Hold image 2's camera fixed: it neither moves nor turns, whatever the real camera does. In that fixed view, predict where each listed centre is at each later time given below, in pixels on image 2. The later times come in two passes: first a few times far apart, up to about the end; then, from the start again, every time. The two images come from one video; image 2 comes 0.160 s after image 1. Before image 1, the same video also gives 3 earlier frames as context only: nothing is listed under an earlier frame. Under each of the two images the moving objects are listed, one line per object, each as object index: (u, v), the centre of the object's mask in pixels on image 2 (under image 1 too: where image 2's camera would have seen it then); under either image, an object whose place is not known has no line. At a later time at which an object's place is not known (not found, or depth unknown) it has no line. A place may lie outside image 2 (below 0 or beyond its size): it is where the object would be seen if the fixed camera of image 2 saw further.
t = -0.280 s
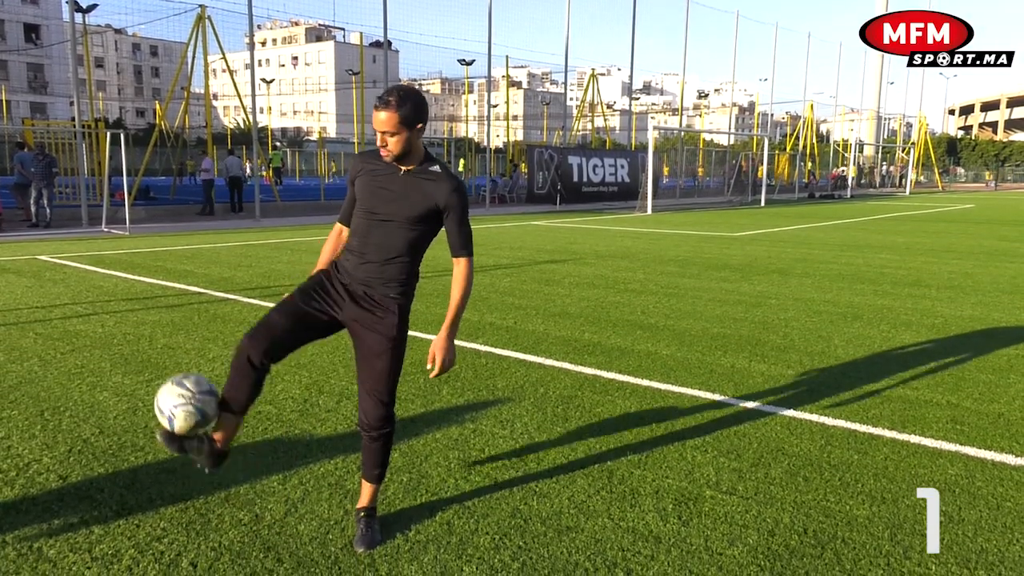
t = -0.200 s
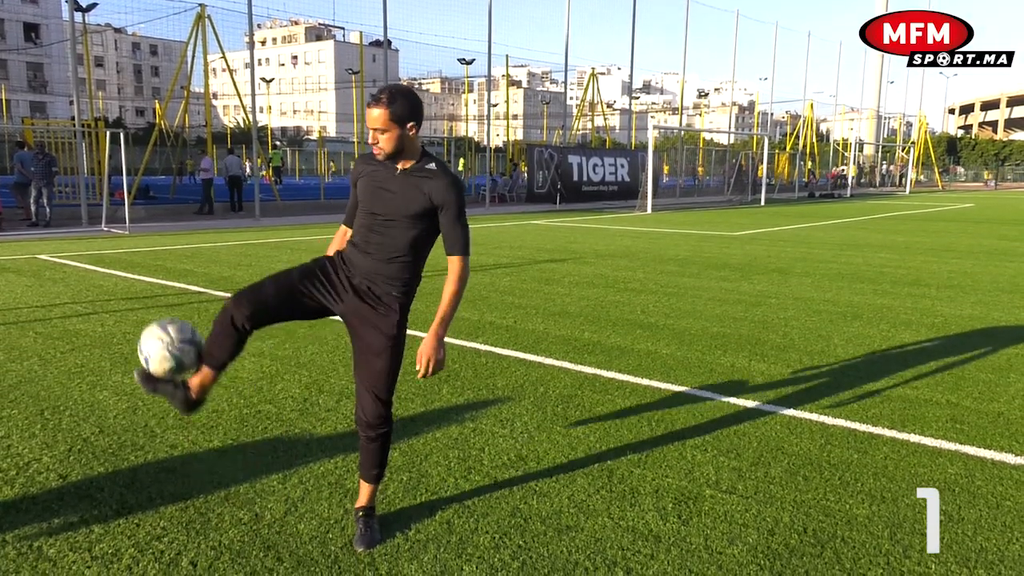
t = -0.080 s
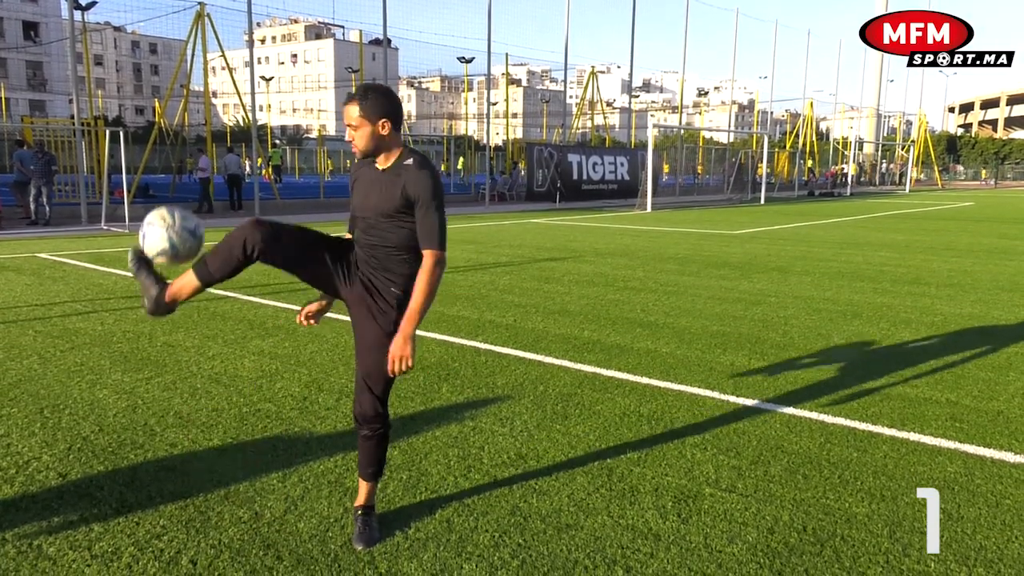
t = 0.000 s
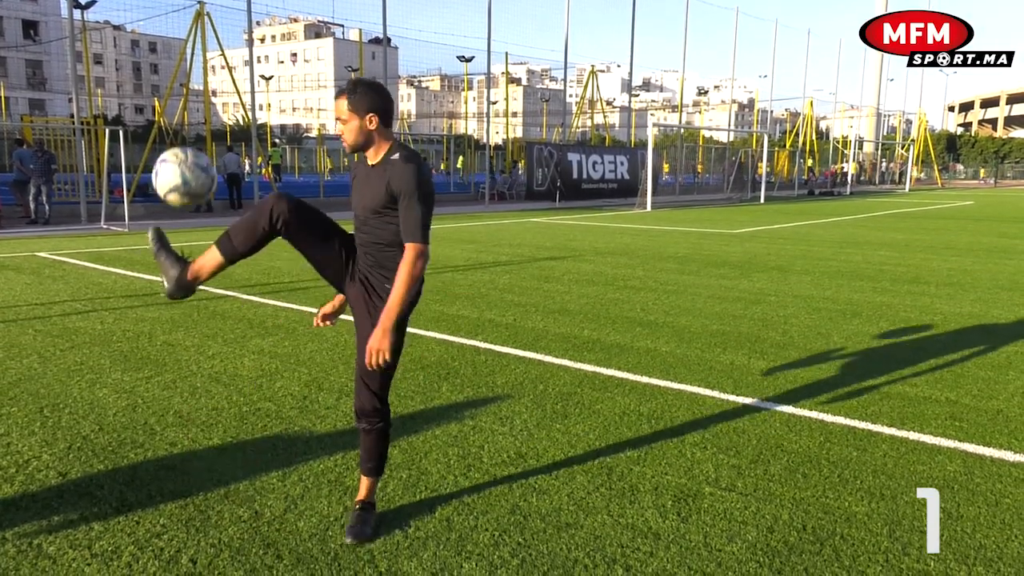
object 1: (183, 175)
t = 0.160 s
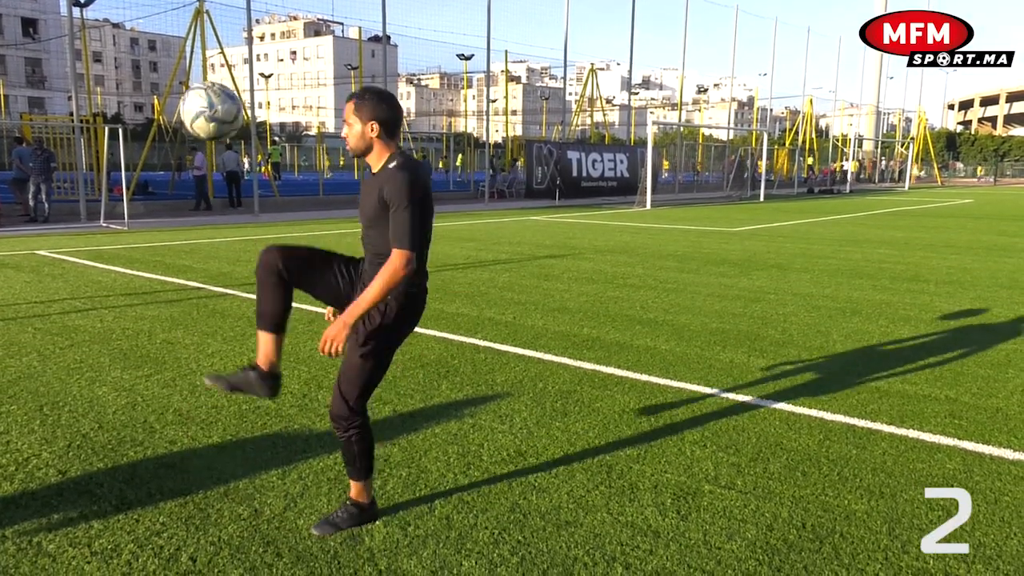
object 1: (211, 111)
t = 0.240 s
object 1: (226, 106)
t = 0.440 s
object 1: (263, 162)
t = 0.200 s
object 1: (219, 107)
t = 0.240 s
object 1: (226, 106)
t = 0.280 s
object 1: (234, 109)
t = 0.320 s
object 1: (241, 116)
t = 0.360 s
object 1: (248, 127)
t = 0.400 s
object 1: (256, 143)
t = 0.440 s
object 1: (263, 162)
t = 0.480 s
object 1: (270, 184)
